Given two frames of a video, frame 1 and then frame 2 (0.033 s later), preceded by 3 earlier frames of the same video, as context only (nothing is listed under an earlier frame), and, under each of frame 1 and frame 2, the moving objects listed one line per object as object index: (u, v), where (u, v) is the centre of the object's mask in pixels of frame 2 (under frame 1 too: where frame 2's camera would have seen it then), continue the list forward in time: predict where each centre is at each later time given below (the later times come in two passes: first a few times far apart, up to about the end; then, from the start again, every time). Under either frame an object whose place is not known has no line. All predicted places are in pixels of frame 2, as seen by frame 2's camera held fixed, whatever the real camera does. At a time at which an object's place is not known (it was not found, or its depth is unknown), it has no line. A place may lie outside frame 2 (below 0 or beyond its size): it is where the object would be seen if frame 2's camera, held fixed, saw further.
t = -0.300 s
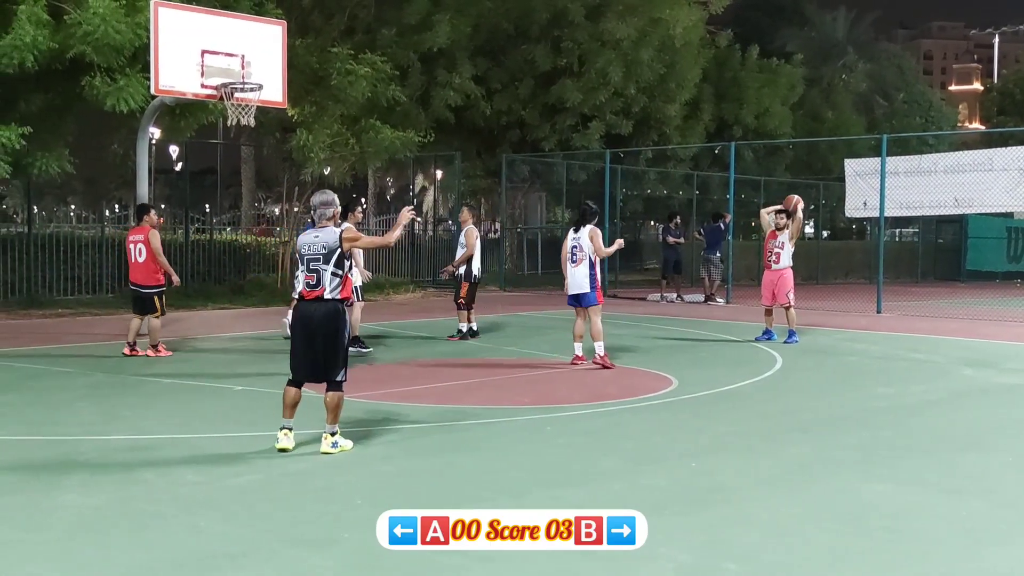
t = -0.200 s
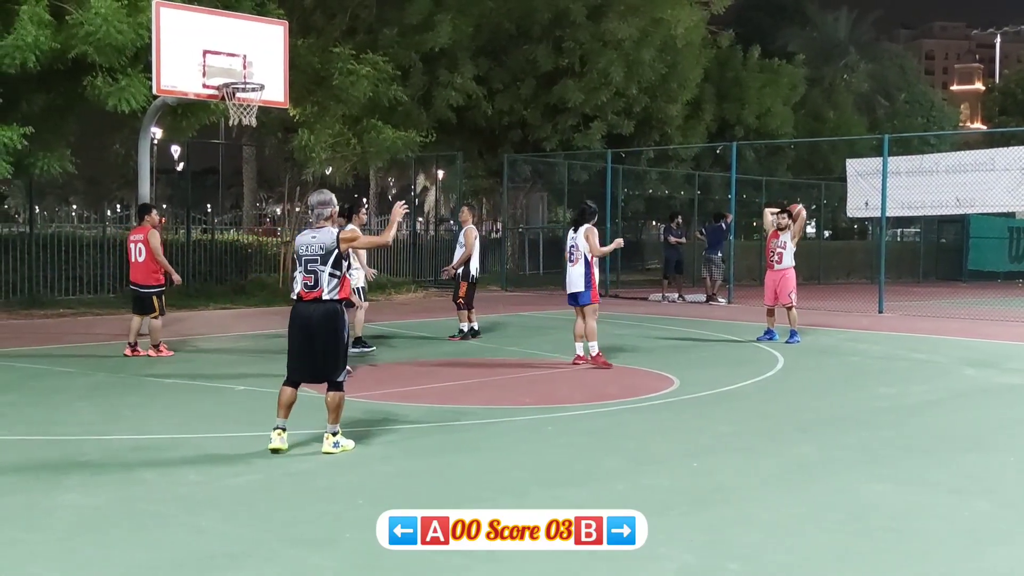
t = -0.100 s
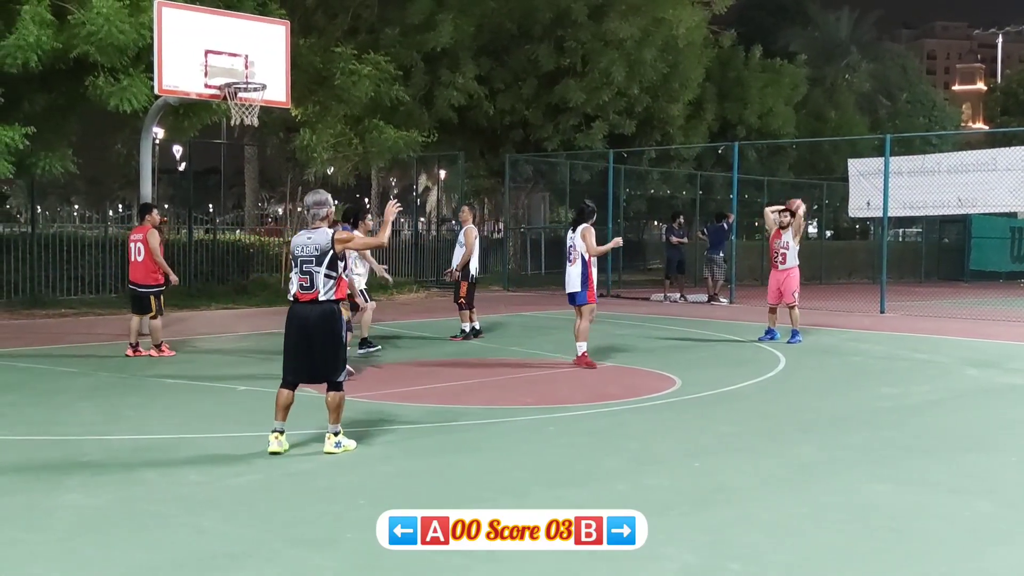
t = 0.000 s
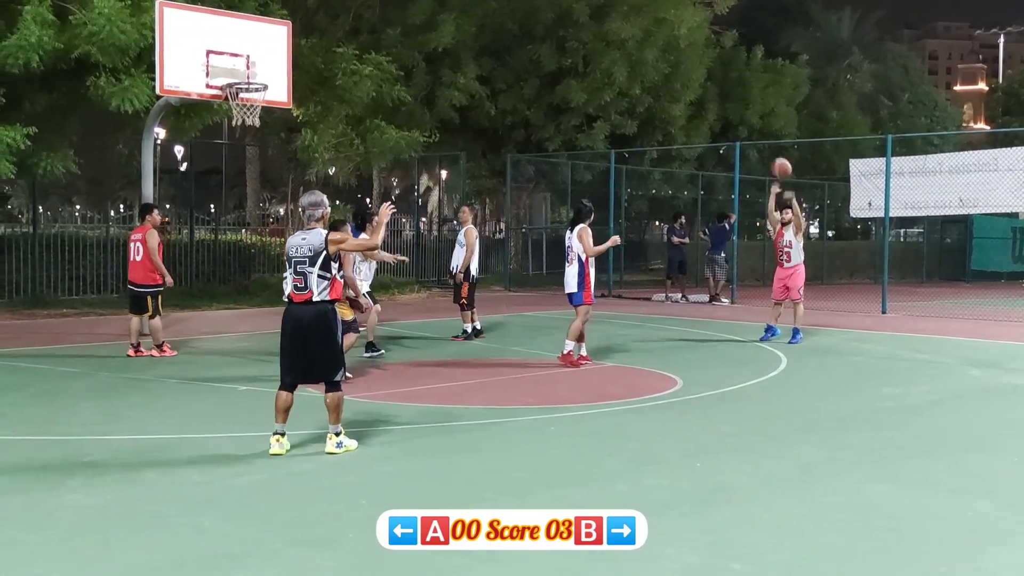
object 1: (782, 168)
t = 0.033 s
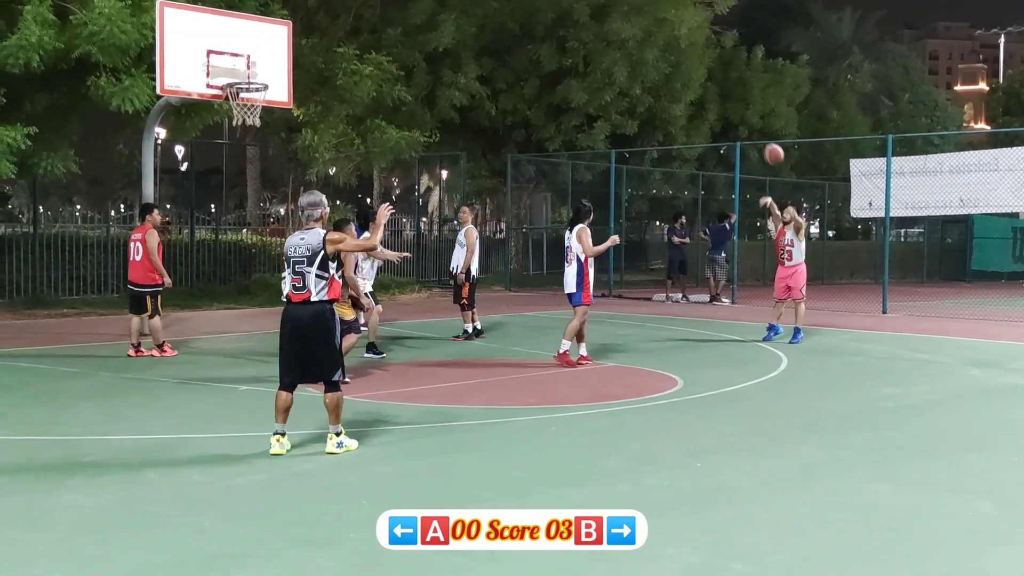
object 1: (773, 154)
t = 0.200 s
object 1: (728, 91)
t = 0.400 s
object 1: (662, 35)
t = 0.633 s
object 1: (562, 11)
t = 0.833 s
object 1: (454, 36)
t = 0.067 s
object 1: (765, 140)
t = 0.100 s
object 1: (756, 127)
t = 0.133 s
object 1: (747, 115)
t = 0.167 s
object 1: (738, 103)
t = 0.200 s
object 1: (728, 91)
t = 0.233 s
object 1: (718, 80)
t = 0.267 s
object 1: (708, 70)
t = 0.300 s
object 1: (697, 60)
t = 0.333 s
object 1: (685, 51)
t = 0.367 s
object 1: (674, 43)
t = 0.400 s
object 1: (662, 35)
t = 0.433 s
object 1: (649, 29)
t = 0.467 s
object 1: (637, 23)
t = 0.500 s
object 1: (623, 18)
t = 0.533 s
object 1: (608, 14)
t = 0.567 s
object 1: (593, 12)
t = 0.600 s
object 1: (578, 11)
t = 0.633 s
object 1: (562, 11)
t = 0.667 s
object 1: (546, 11)
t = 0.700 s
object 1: (529, 13)
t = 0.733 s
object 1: (511, 16)
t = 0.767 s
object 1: (493, 21)
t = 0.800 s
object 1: (474, 28)
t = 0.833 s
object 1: (454, 36)
